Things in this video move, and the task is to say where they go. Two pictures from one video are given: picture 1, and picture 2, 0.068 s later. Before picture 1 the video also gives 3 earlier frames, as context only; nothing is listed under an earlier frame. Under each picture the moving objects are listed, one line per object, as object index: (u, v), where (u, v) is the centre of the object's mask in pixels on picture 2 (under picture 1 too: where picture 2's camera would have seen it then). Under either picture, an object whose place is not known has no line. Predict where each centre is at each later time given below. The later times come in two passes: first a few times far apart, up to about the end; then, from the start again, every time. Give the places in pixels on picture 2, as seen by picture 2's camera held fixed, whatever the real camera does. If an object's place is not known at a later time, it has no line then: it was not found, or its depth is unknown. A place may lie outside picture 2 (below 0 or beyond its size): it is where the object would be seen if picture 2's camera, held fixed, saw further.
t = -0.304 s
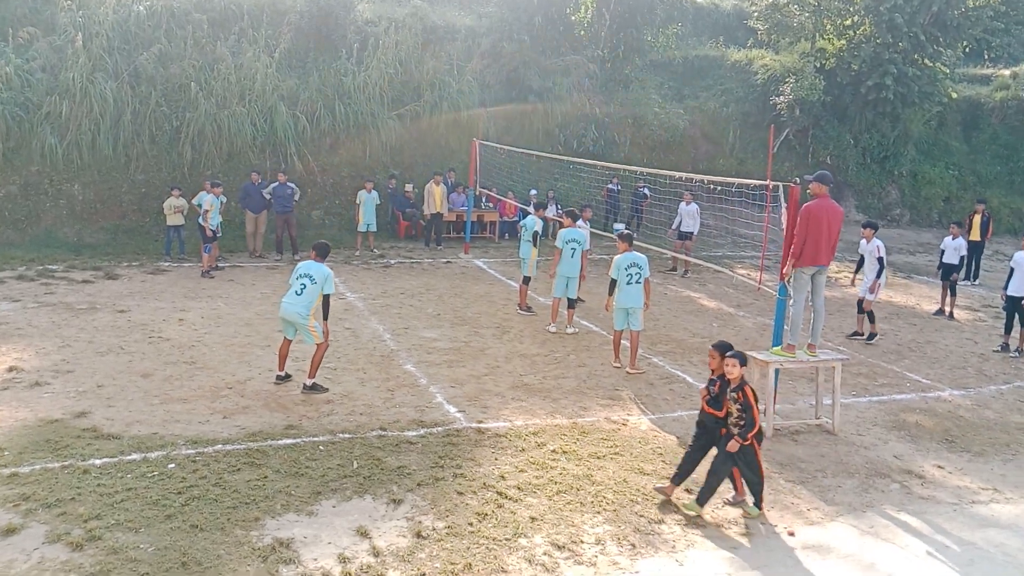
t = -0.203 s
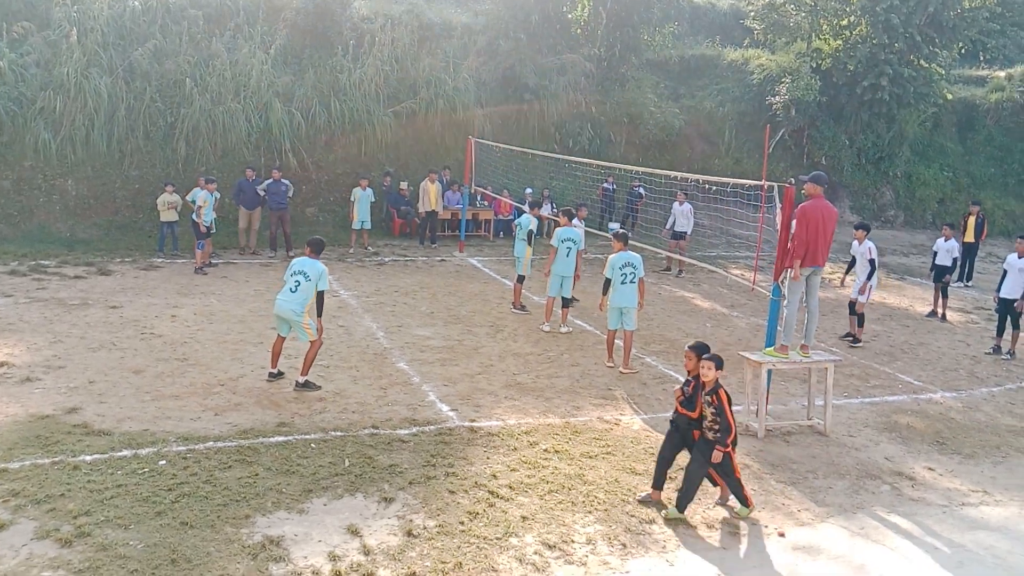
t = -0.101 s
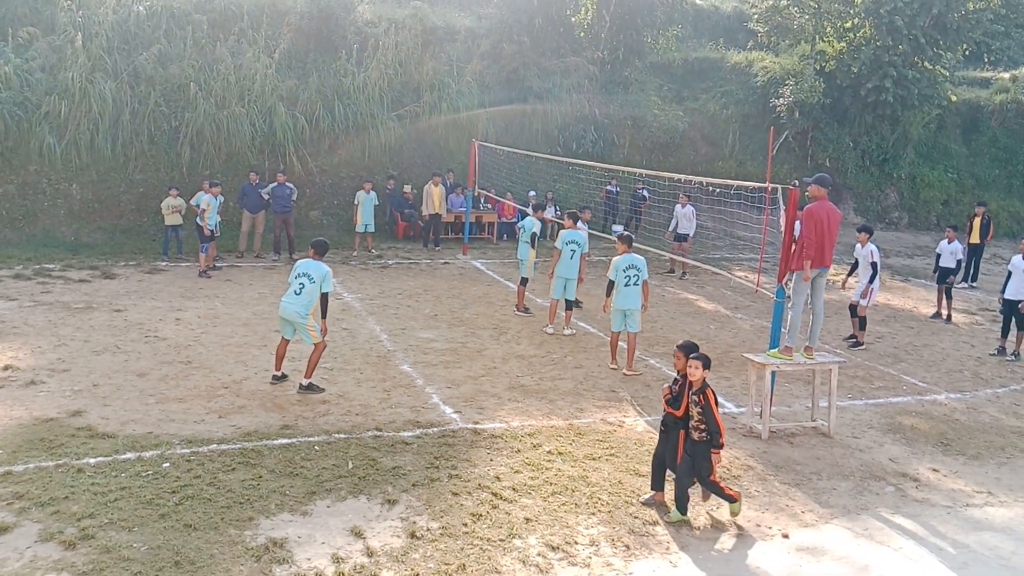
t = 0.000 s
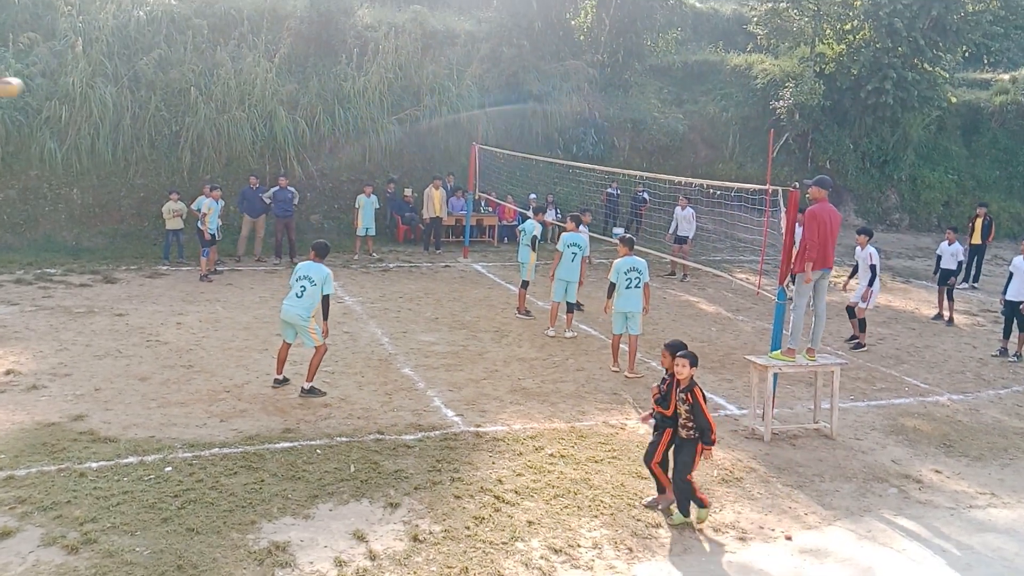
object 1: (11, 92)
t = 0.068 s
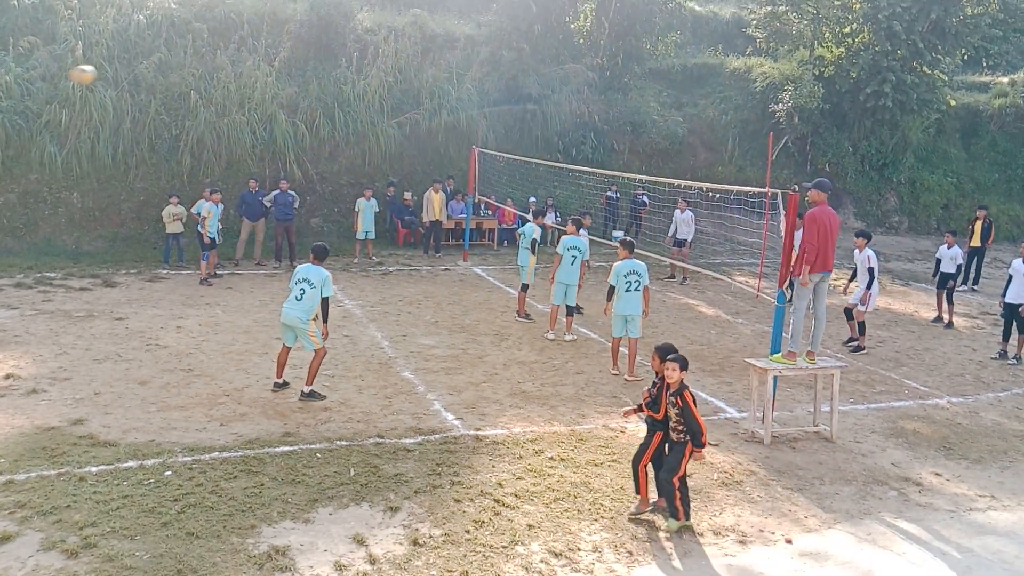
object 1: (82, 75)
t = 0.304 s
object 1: (313, 58)
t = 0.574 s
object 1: (526, 98)
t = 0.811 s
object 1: (675, 171)
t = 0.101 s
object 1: (119, 69)
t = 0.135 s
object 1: (152, 64)
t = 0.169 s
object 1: (186, 60)
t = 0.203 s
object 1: (219, 58)
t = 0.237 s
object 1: (251, 57)
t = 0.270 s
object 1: (282, 58)
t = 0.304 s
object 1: (313, 58)
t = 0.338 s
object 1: (343, 61)
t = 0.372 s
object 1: (371, 62)
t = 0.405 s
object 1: (398, 66)
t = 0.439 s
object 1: (425, 71)
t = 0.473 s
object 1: (451, 77)
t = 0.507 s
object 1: (477, 83)
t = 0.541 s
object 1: (502, 90)
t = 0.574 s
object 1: (526, 98)
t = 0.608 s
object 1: (548, 107)
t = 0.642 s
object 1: (571, 117)
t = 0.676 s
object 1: (593, 126)
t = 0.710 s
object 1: (614, 137)
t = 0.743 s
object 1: (635, 148)
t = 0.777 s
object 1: (655, 160)
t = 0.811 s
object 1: (675, 171)
